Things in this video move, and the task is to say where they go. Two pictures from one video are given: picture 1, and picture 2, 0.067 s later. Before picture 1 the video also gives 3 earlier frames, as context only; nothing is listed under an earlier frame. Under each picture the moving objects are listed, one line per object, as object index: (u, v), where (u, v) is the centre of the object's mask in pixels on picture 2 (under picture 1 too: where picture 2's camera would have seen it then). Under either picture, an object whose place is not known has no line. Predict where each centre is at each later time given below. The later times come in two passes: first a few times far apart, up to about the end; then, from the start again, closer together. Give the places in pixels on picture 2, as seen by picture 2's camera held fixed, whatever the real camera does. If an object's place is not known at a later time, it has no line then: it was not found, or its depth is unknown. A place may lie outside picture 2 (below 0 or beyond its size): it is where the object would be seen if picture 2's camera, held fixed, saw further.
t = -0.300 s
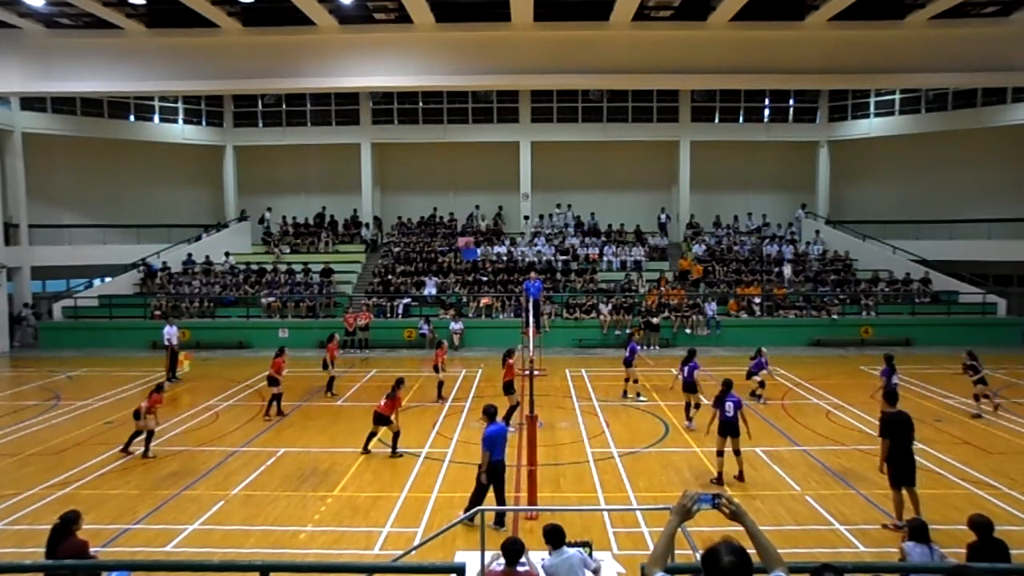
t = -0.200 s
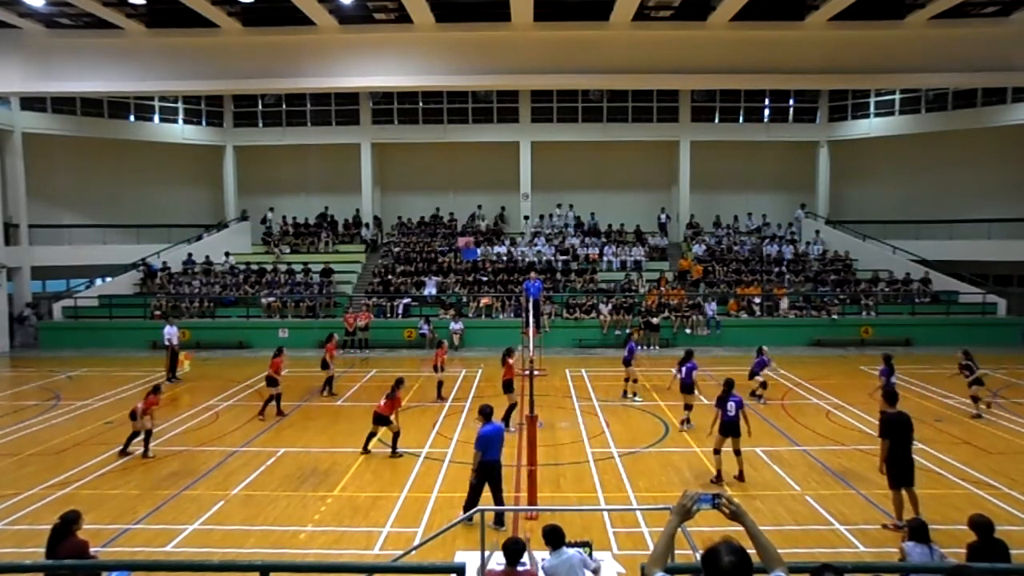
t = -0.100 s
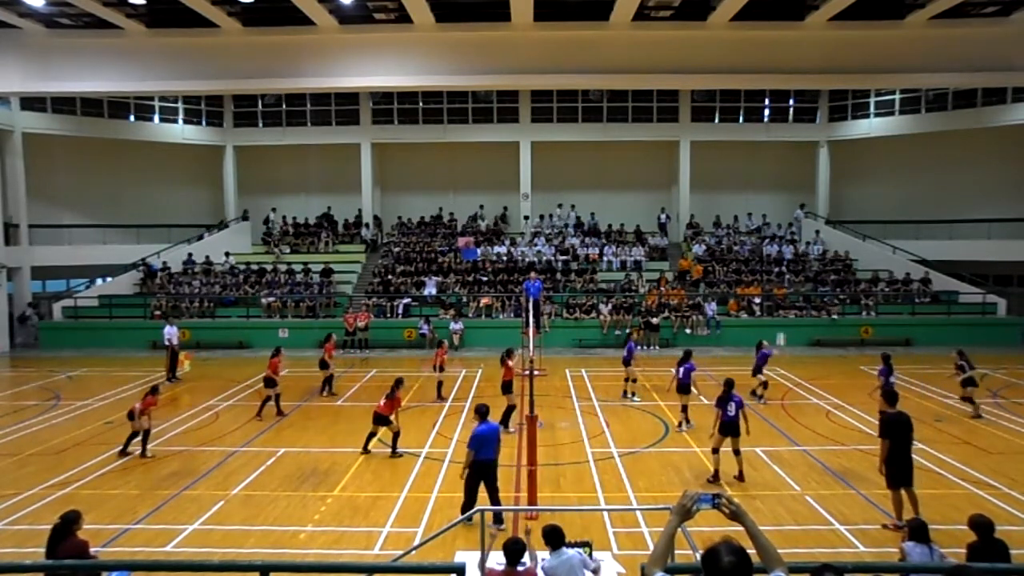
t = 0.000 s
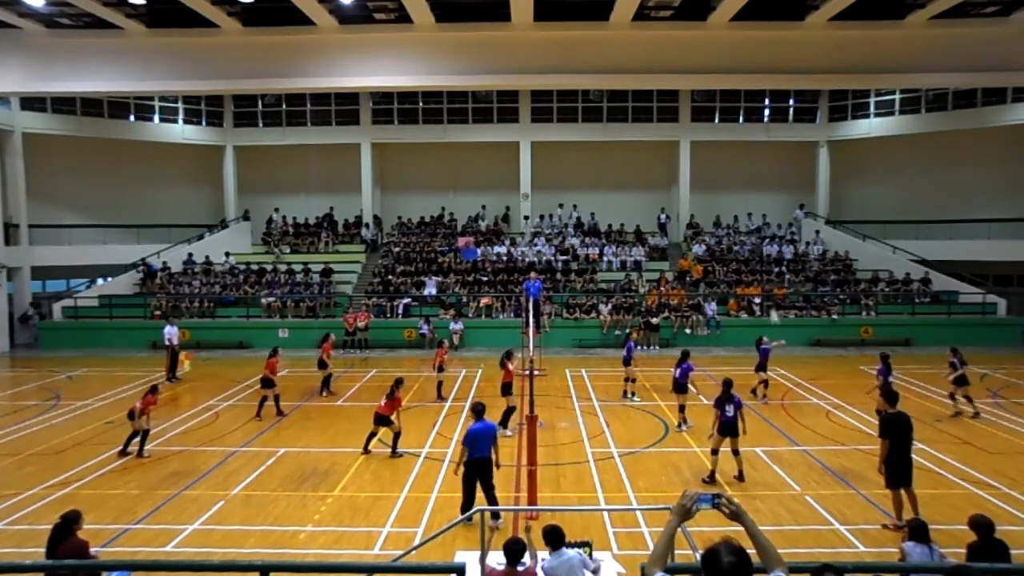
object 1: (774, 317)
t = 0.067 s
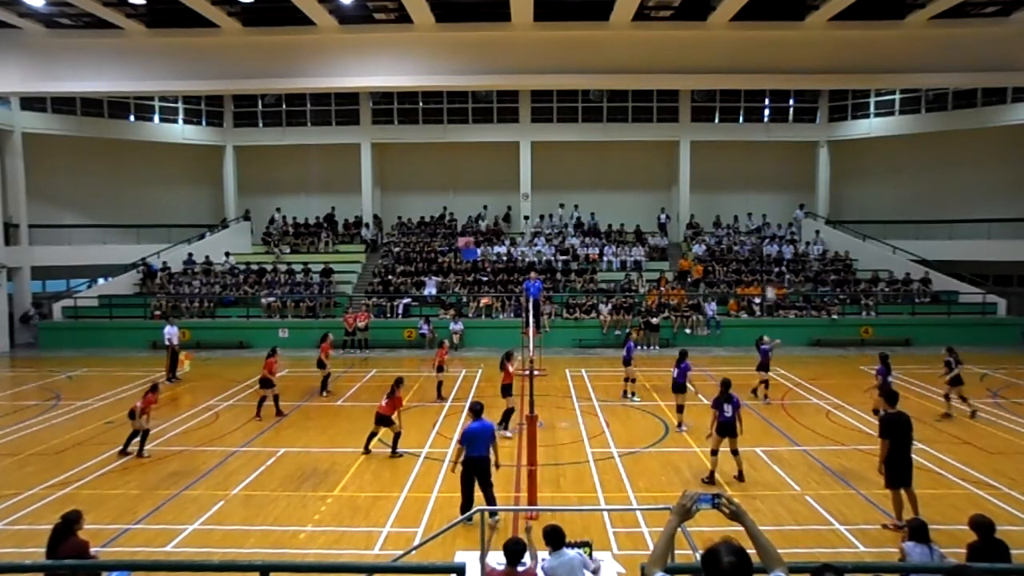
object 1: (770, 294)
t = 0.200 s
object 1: (761, 254)
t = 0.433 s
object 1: (744, 199)
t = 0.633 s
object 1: (729, 174)
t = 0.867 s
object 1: (709, 168)
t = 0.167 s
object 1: (764, 263)
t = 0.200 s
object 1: (761, 254)
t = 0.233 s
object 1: (759, 245)
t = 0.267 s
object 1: (757, 237)
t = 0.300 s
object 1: (754, 227)
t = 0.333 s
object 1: (752, 220)
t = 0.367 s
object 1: (749, 212)
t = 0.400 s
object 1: (747, 206)
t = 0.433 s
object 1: (744, 199)
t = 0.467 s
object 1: (742, 194)
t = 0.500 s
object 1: (739, 190)
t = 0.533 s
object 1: (736, 185)
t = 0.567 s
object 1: (734, 181)
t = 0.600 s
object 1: (731, 177)
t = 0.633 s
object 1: (729, 174)
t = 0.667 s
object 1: (726, 172)
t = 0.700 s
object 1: (723, 171)
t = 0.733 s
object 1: (721, 168)
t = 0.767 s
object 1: (718, 168)
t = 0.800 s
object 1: (715, 167)
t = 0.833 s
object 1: (712, 167)
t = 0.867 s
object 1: (709, 168)
